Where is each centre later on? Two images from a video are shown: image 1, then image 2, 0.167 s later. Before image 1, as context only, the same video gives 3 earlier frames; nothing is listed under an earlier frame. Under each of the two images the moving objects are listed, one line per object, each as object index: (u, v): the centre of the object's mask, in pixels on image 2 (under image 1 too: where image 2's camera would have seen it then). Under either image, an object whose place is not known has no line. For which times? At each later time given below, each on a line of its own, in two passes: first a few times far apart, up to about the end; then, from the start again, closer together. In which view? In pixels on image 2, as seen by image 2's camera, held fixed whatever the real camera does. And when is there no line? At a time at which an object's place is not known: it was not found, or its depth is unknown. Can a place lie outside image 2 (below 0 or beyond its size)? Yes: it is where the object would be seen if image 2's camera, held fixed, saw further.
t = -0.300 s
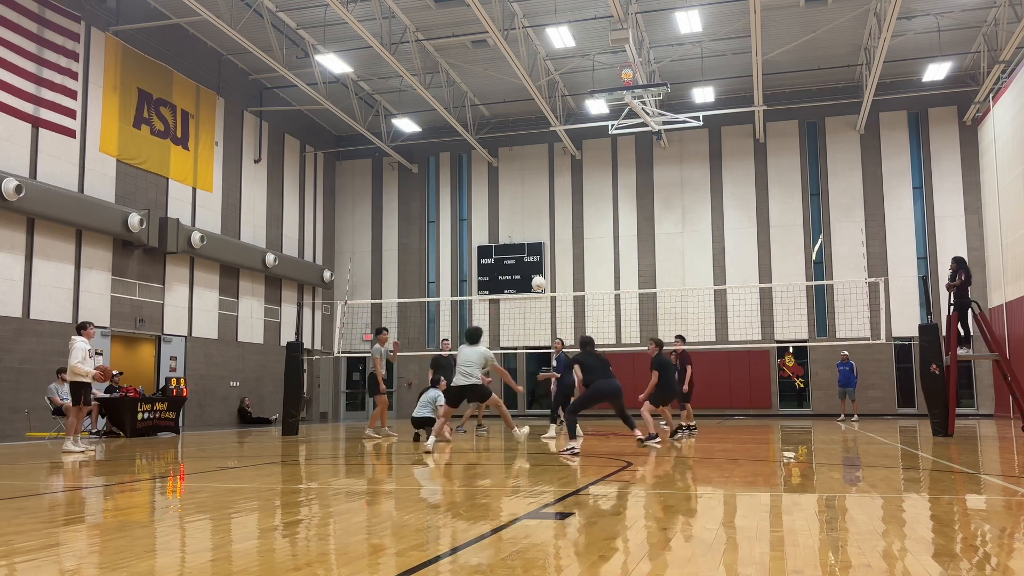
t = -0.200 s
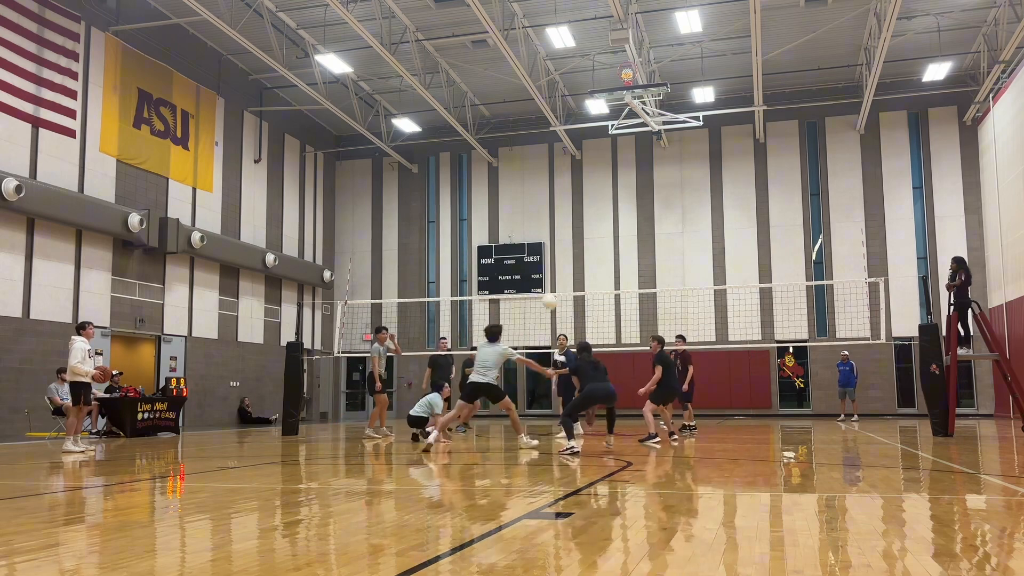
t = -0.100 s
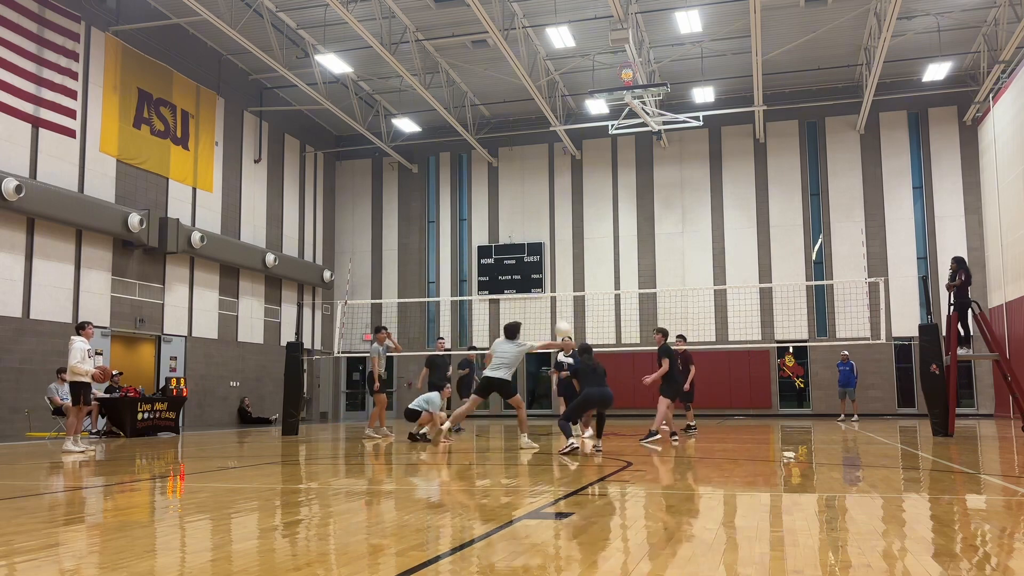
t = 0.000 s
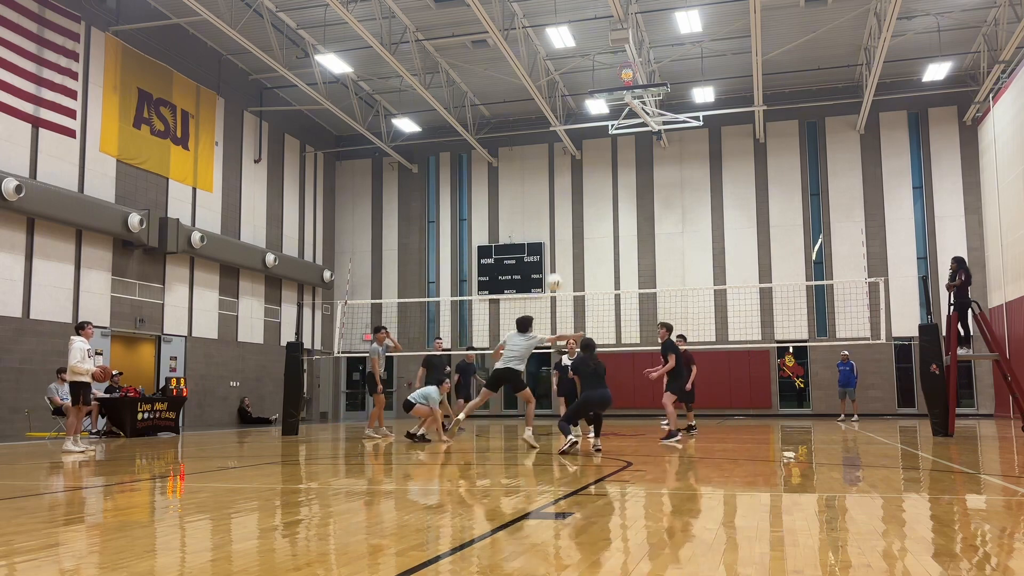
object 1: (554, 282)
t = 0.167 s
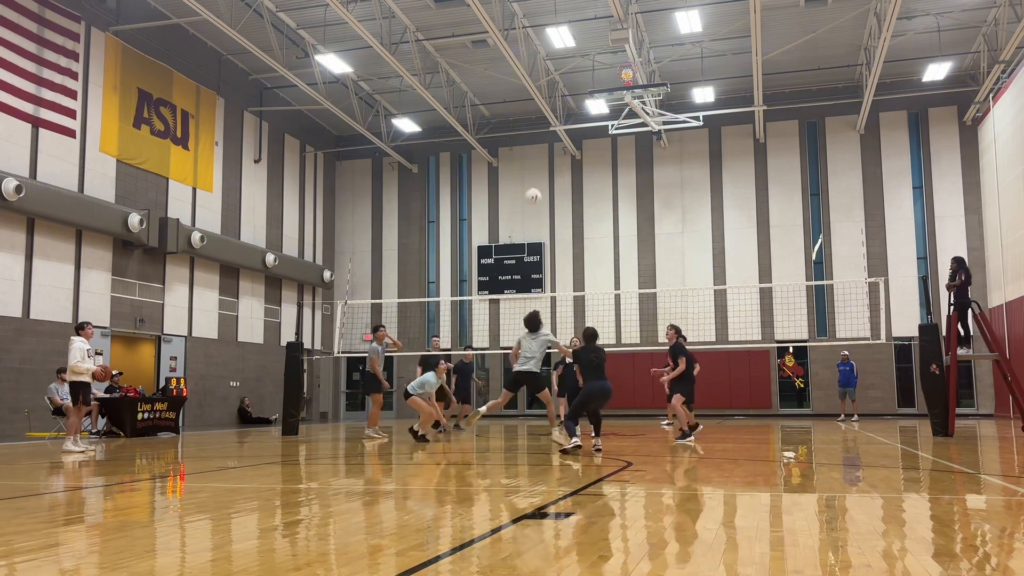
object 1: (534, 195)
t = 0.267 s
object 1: (521, 156)
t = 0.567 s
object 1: (482, 79)
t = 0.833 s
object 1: (448, 66)
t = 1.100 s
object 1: (415, 106)
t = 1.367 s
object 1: (382, 204)
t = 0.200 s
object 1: (529, 182)
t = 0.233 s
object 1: (525, 169)
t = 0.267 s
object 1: (521, 156)
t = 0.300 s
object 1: (517, 145)
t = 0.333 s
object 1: (512, 134)
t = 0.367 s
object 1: (508, 123)
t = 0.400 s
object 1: (504, 114)
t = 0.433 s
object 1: (499, 105)
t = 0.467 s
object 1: (495, 98)
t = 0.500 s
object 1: (491, 90)
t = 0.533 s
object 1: (487, 84)
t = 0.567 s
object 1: (482, 79)
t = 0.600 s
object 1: (478, 74)
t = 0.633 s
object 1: (474, 71)
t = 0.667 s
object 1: (470, 68)
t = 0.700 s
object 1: (465, 66)
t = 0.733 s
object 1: (461, 64)
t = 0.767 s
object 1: (457, 64)
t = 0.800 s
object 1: (453, 64)
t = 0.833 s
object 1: (448, 66)
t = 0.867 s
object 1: (444, 68)
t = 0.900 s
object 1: (440, 71)
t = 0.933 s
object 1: (436, 75)
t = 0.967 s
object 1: (431, 79)
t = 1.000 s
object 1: (428, 84)
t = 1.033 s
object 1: (423, 91)
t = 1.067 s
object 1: (419, 98)
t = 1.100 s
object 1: (415, 106)
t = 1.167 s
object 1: (407, 125)
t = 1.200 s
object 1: (402, 137)
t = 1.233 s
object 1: (398, 148)
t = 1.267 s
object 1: (394, 160)
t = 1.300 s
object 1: (390, 174)
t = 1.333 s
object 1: (386, 188)
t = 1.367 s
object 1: (382, 204)
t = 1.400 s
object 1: (378, 220)
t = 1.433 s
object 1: (374, 237)
